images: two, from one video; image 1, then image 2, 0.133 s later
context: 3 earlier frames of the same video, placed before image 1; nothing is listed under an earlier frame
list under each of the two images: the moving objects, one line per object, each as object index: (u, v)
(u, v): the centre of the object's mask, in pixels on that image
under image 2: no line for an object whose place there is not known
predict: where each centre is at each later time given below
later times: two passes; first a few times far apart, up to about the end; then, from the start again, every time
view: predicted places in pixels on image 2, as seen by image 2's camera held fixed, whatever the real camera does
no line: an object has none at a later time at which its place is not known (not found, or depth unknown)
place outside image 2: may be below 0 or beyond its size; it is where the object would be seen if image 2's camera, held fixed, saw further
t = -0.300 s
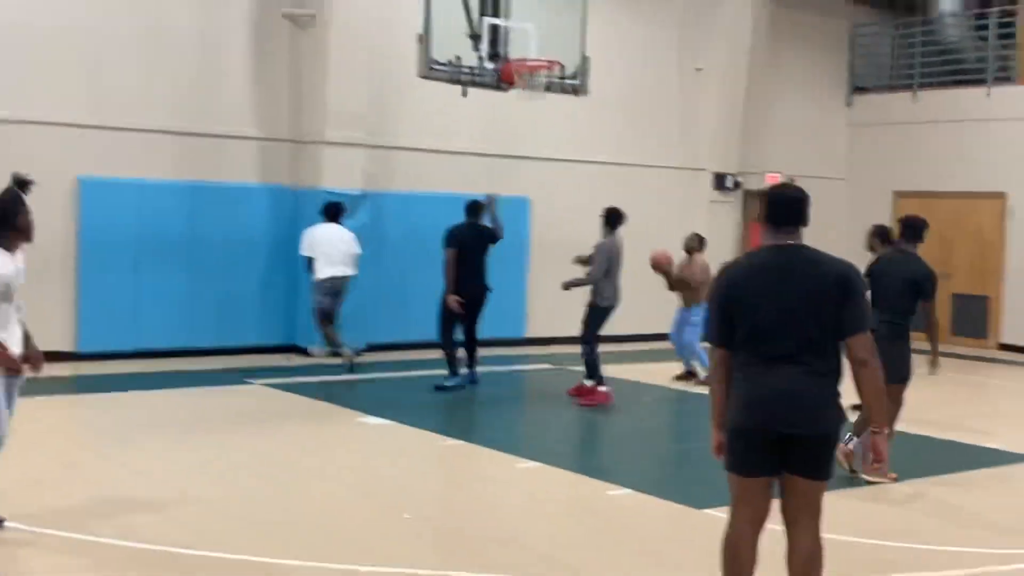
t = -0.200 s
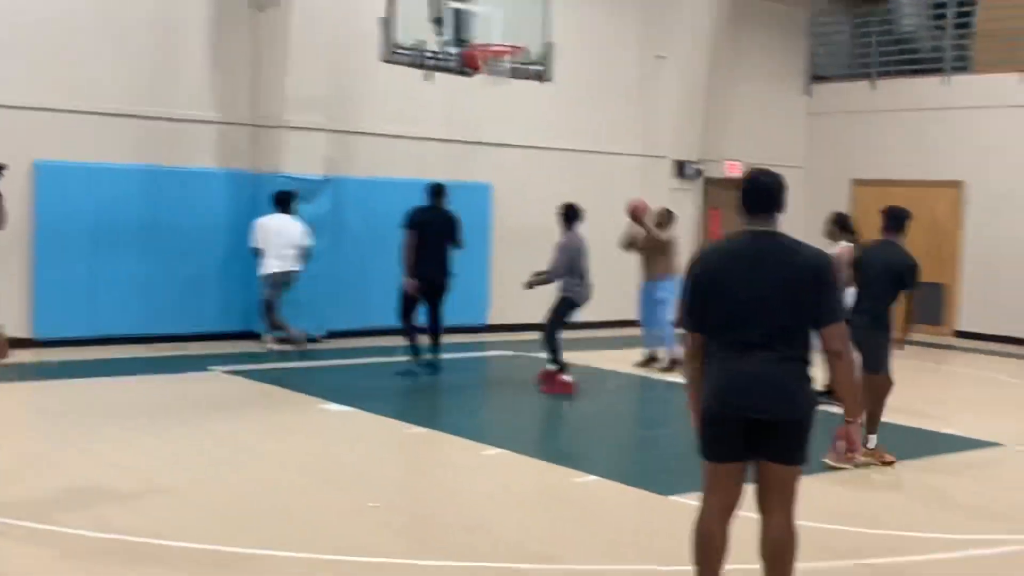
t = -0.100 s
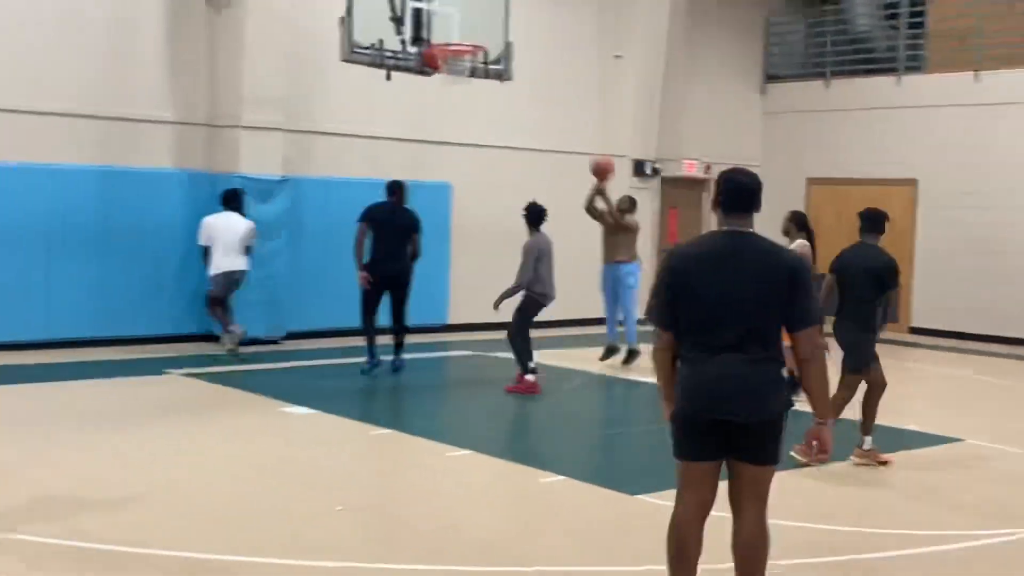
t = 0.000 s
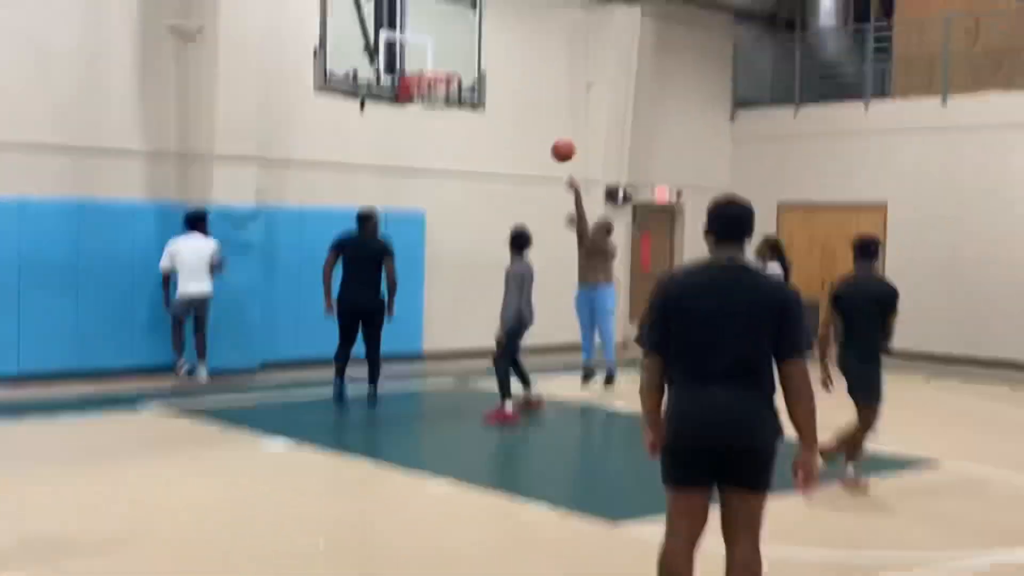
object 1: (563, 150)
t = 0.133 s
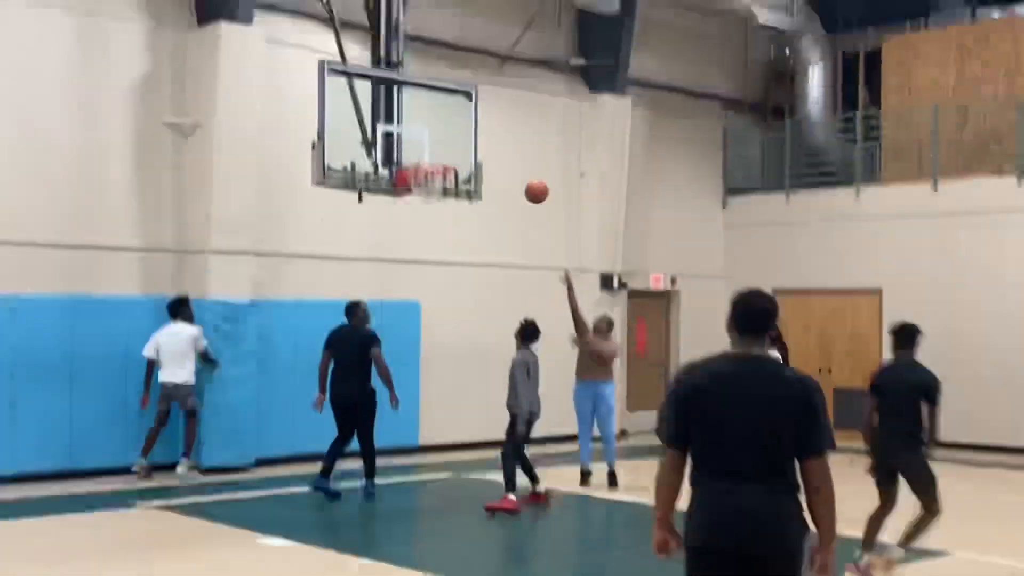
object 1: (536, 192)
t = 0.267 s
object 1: (513, 161)
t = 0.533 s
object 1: (463, 151)
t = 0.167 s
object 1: (530, 183)
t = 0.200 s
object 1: (525, 175)
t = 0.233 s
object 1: (519, 167)
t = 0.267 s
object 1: (513, 161)
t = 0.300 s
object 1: (506, 156)
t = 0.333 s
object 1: (500, 152)
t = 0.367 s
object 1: (494, 149)
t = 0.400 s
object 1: (488, 147)
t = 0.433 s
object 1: (482, 147)
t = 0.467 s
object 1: (475, 147)
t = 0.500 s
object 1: (469, 148)
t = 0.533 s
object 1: (463, 151)
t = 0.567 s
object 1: (456, 155)
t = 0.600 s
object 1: (451, 157)
